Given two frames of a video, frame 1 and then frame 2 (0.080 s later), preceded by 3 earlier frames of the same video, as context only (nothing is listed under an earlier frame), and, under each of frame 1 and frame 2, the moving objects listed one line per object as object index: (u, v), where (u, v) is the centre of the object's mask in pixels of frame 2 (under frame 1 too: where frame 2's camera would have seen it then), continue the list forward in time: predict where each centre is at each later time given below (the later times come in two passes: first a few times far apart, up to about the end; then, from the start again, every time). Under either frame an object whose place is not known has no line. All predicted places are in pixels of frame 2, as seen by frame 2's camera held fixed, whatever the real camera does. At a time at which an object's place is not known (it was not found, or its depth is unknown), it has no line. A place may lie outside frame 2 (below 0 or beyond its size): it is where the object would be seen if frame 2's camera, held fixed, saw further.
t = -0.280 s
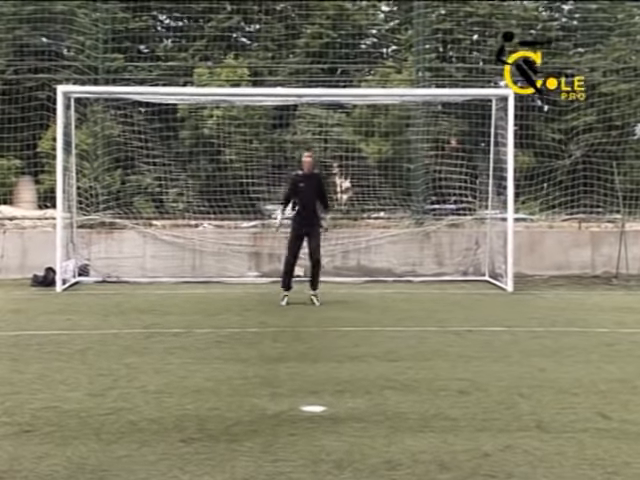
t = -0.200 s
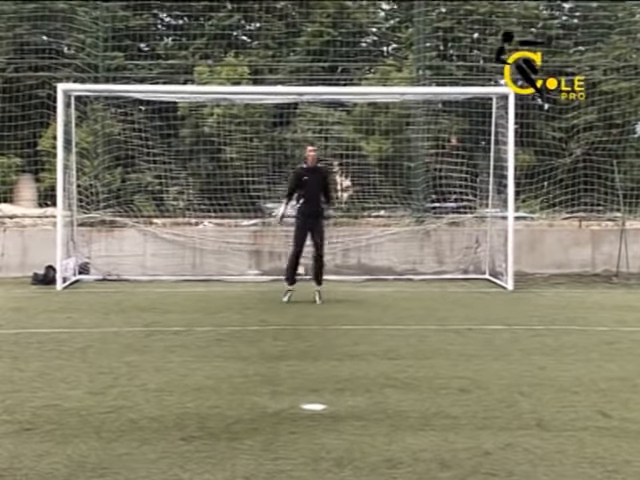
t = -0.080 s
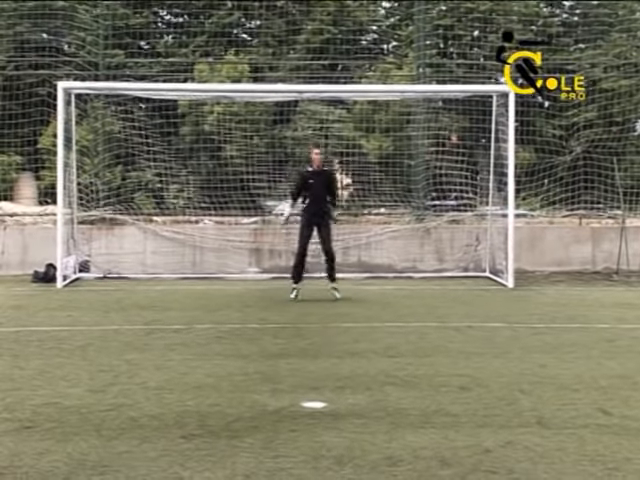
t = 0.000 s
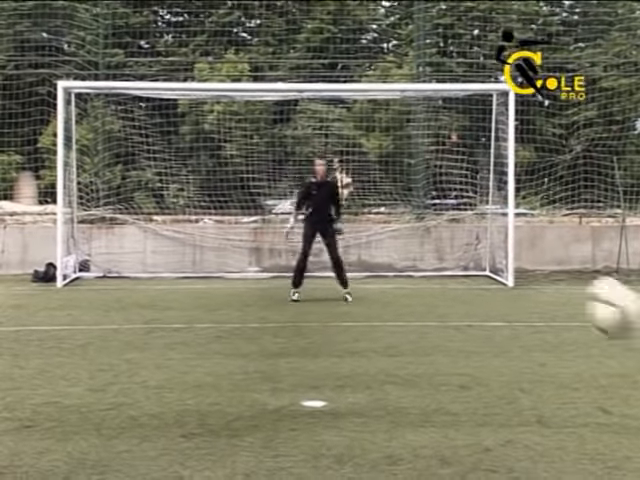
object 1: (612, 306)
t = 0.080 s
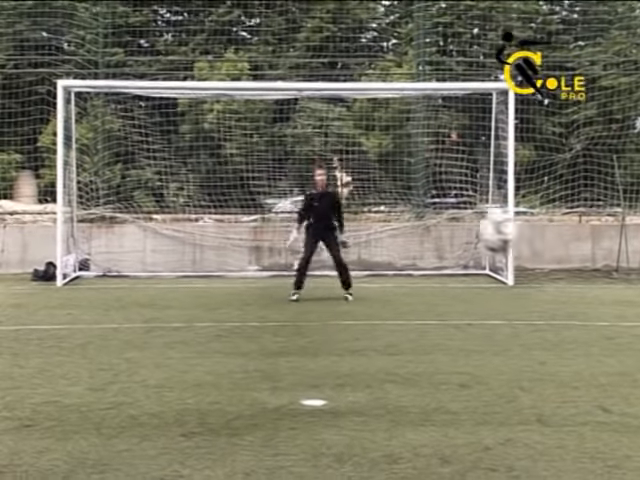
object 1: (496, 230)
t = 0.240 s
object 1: (378, 161)
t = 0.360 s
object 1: (330, 138)
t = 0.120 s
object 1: (458, 202)
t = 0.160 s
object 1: (427, 184)
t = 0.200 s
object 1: (401, 169)
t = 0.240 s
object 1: (378, 161)
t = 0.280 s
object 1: (360, 151)
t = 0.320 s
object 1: (344, 145)
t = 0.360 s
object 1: (330, 138)
